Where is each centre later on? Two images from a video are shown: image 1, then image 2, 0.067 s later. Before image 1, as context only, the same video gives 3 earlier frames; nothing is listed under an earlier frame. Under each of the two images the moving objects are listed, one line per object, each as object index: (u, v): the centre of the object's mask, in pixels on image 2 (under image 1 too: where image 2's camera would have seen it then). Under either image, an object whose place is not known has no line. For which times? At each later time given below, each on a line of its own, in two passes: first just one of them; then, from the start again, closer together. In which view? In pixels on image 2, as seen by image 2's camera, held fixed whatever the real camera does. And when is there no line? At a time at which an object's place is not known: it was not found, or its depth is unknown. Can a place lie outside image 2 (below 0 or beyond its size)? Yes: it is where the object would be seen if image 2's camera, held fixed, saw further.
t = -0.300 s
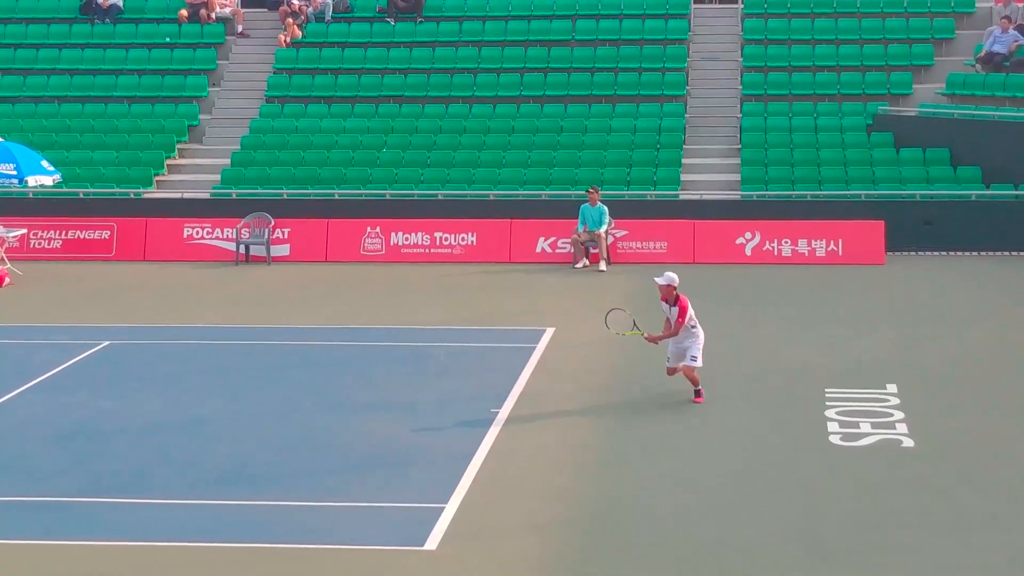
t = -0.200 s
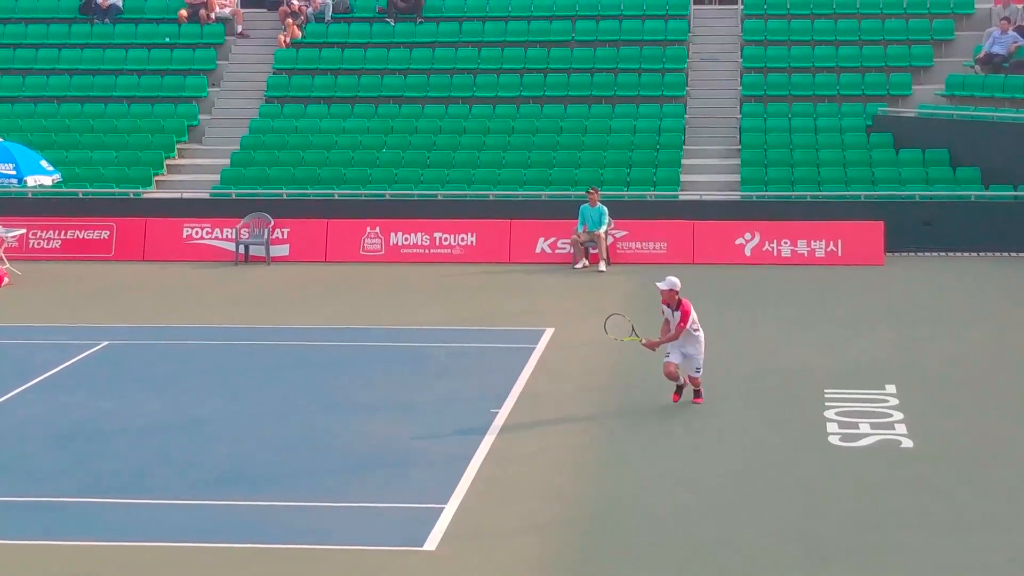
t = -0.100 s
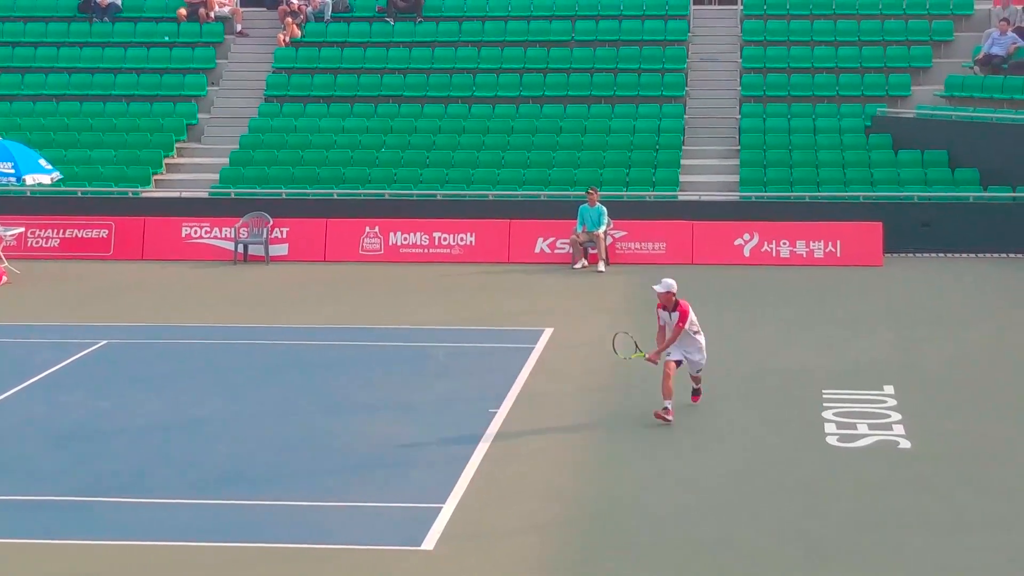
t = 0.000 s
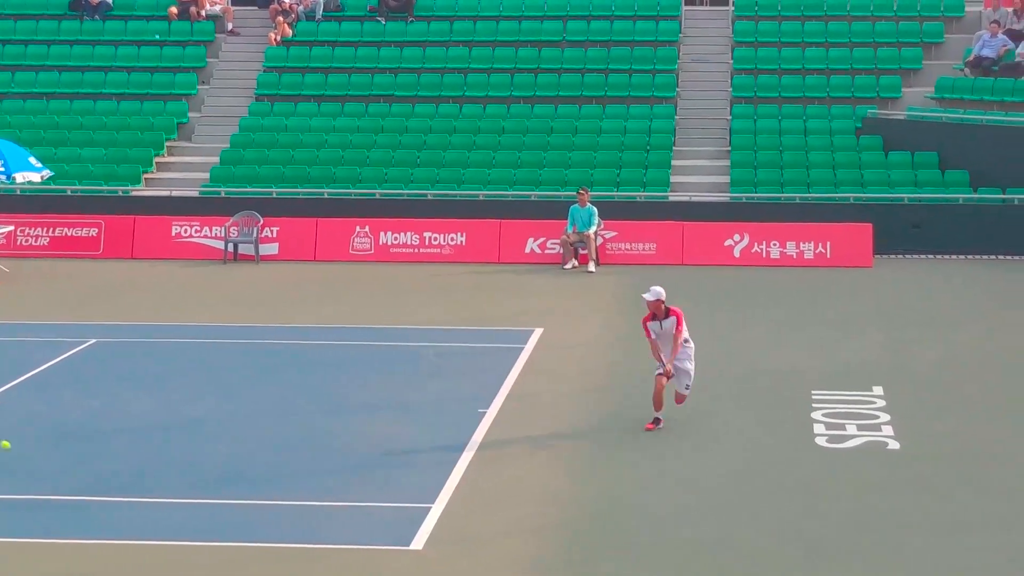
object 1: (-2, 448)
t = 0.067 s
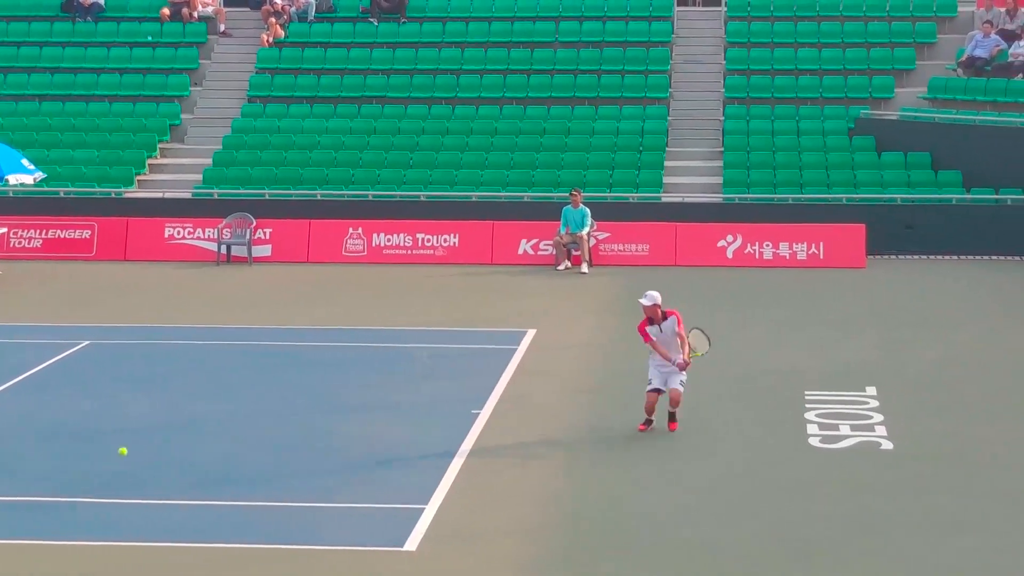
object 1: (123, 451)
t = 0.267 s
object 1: (408, 374)
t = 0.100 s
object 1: (170, 435)
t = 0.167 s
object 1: (267, 405)
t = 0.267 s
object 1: (408, 374)
